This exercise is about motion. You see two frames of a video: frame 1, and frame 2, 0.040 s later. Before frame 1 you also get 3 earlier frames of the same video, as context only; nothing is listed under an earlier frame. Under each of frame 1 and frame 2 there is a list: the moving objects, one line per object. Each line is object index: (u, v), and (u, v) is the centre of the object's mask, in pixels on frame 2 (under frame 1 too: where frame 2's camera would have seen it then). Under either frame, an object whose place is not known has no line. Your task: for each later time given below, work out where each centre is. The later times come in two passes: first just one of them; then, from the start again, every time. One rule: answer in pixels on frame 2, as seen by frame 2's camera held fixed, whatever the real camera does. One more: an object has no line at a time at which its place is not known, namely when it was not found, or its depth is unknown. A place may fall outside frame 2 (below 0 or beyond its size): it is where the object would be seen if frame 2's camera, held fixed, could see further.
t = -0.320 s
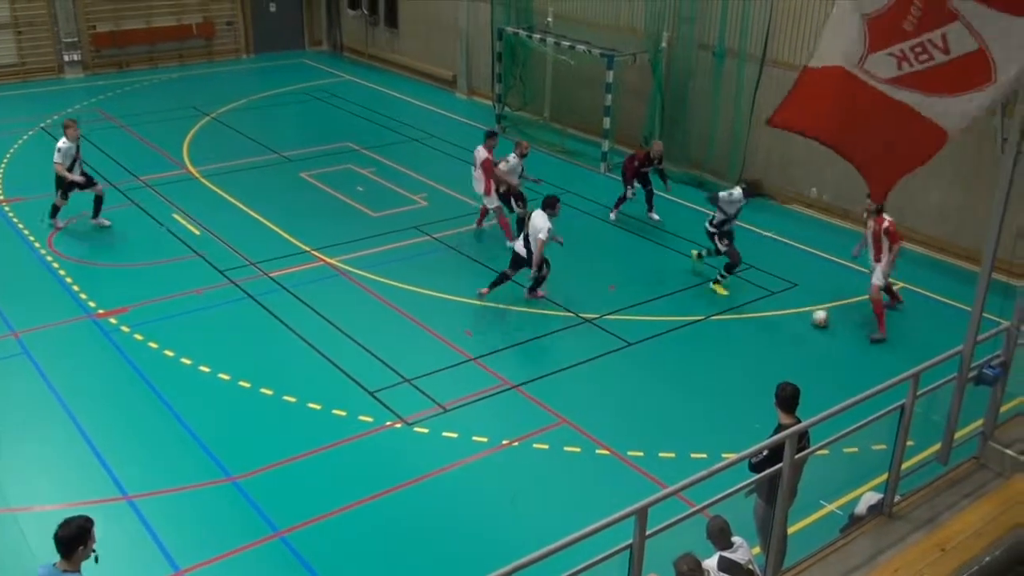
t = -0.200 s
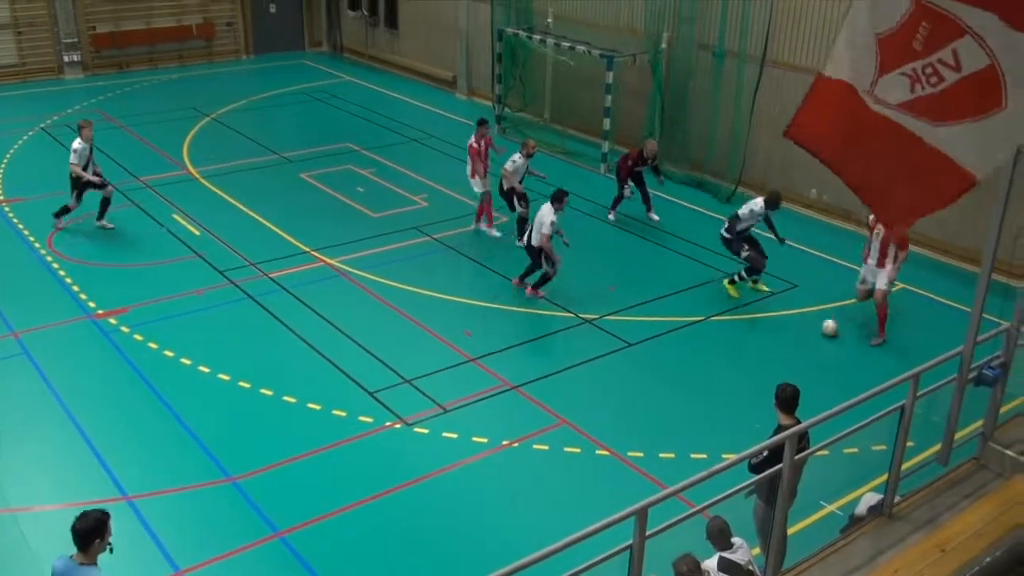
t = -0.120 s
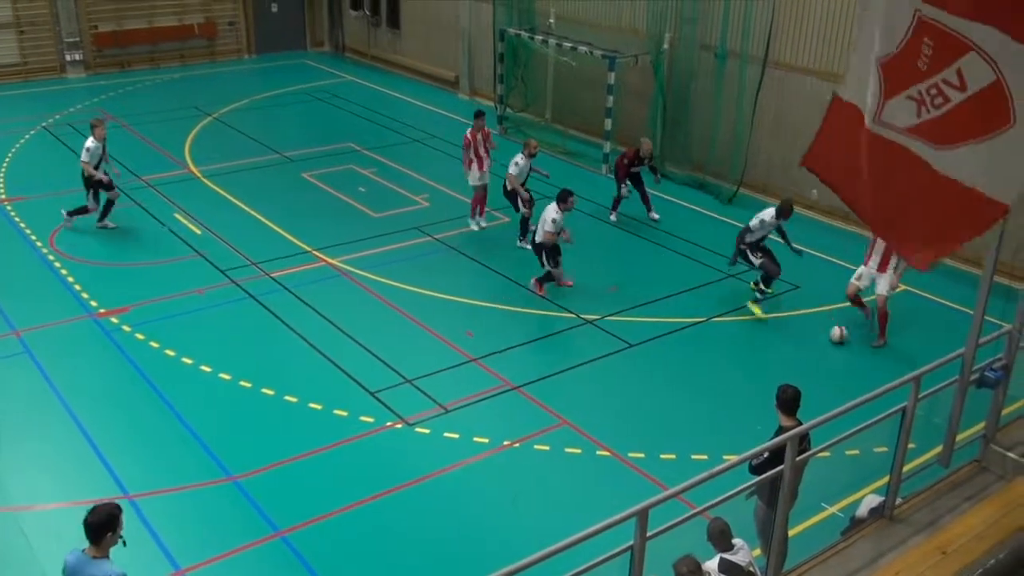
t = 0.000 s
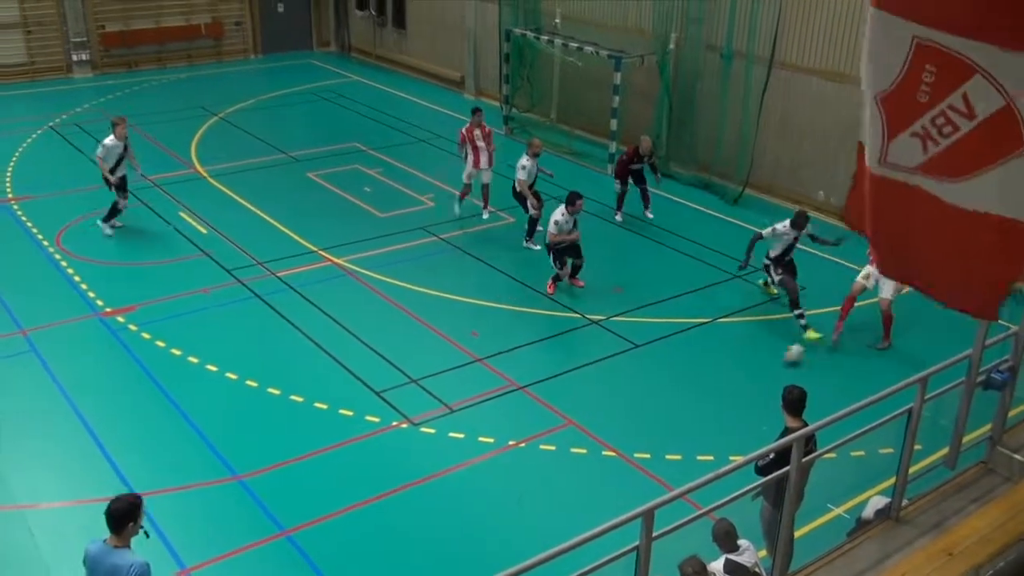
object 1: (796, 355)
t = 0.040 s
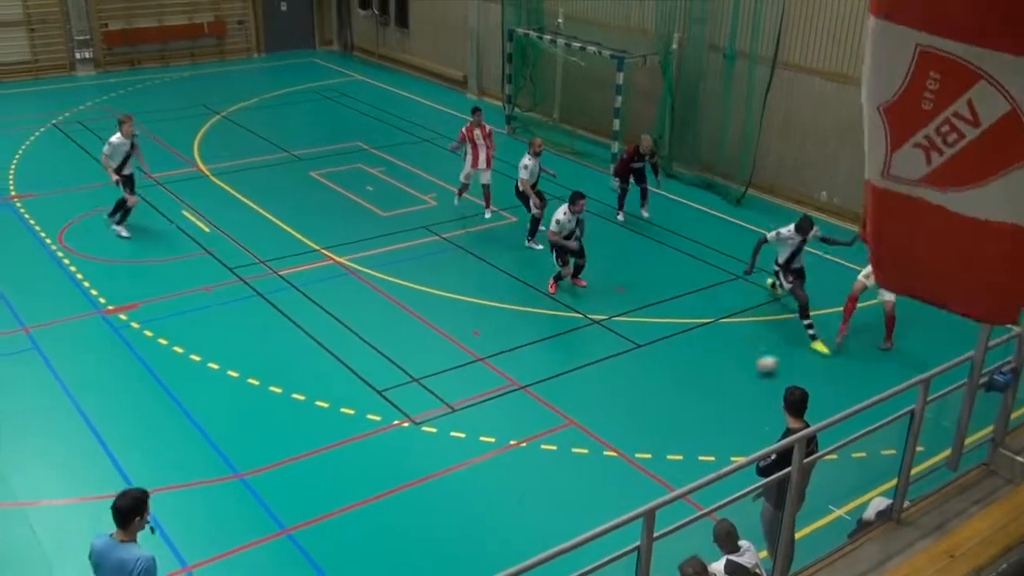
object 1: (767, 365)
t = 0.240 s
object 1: (617, 413)
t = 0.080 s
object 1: (738, 375)
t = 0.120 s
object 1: (707, 384)
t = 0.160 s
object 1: (678, 393)
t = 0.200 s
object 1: (649, 403)
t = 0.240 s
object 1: (617, 413)
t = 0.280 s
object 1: (589, 422)
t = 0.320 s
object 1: (557, 432)
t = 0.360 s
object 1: (527, 441)
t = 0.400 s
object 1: (496, 451)
